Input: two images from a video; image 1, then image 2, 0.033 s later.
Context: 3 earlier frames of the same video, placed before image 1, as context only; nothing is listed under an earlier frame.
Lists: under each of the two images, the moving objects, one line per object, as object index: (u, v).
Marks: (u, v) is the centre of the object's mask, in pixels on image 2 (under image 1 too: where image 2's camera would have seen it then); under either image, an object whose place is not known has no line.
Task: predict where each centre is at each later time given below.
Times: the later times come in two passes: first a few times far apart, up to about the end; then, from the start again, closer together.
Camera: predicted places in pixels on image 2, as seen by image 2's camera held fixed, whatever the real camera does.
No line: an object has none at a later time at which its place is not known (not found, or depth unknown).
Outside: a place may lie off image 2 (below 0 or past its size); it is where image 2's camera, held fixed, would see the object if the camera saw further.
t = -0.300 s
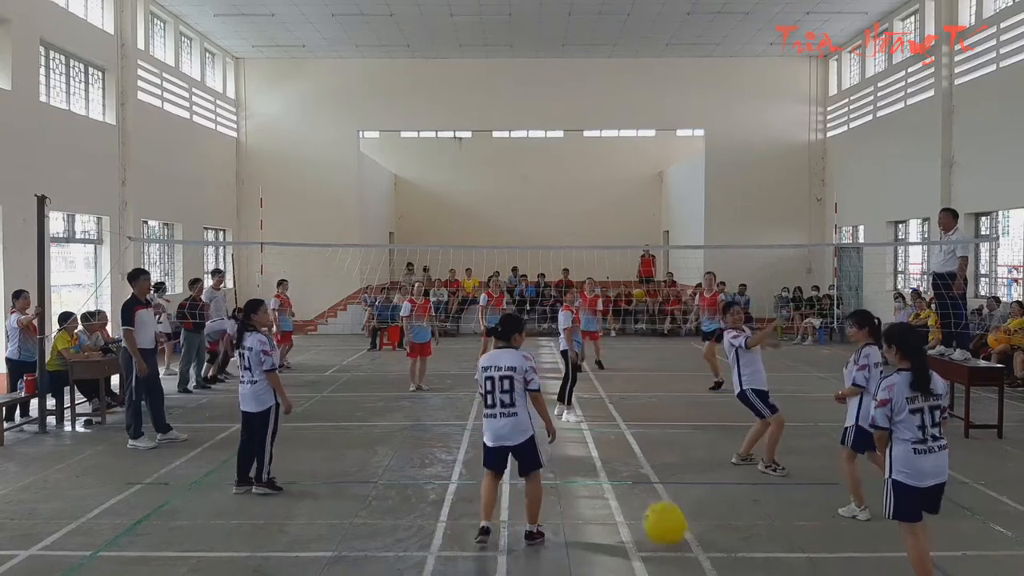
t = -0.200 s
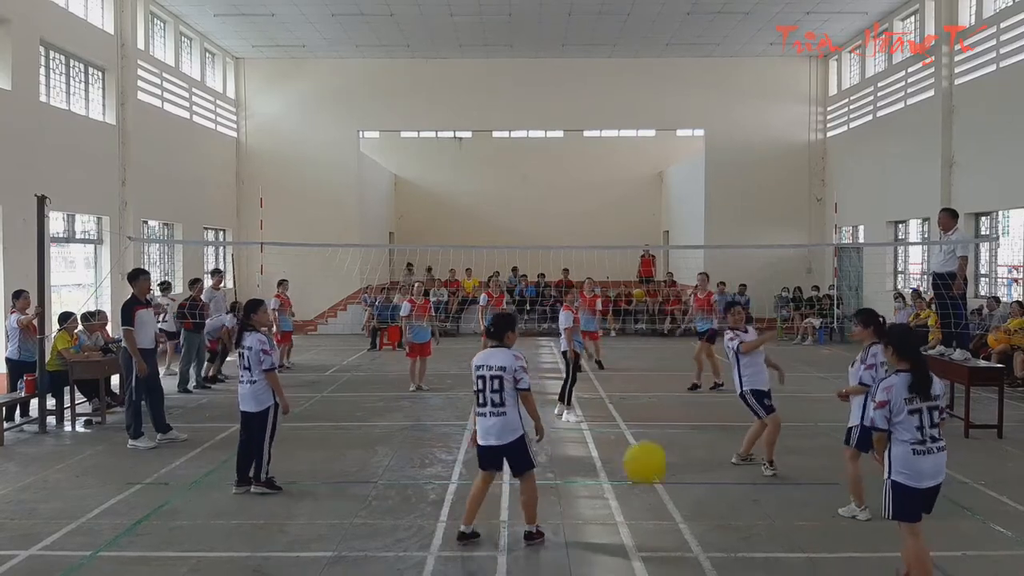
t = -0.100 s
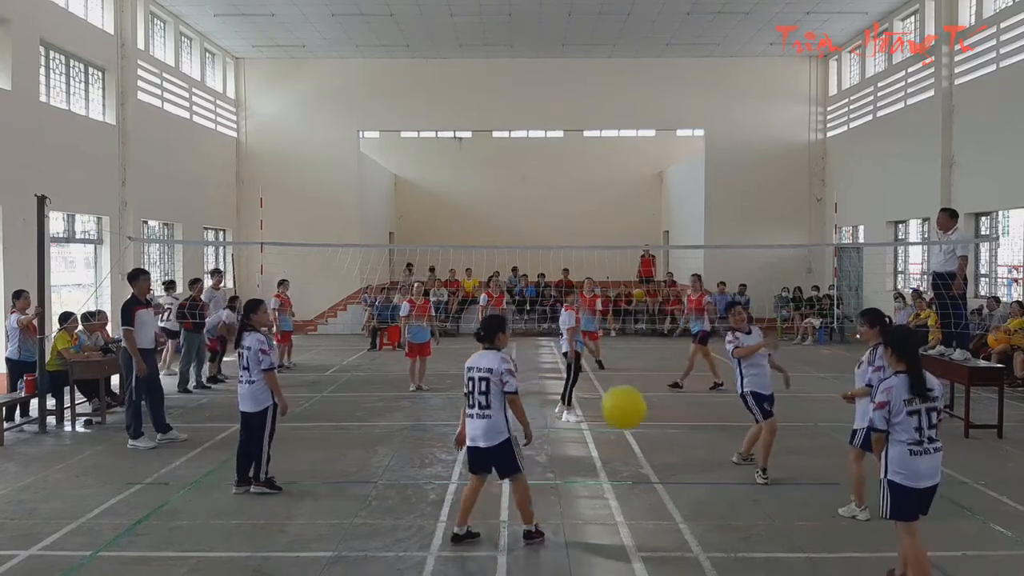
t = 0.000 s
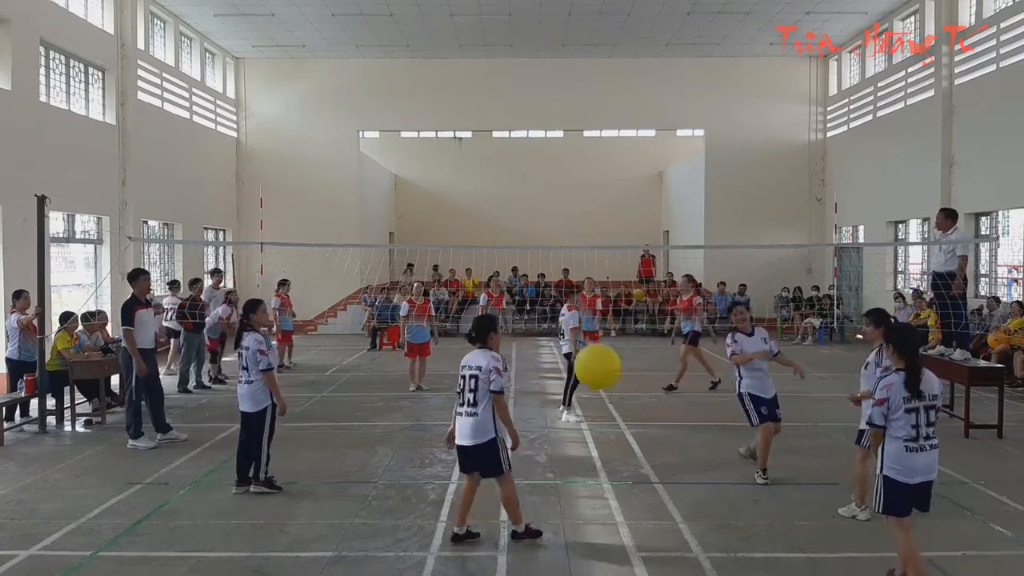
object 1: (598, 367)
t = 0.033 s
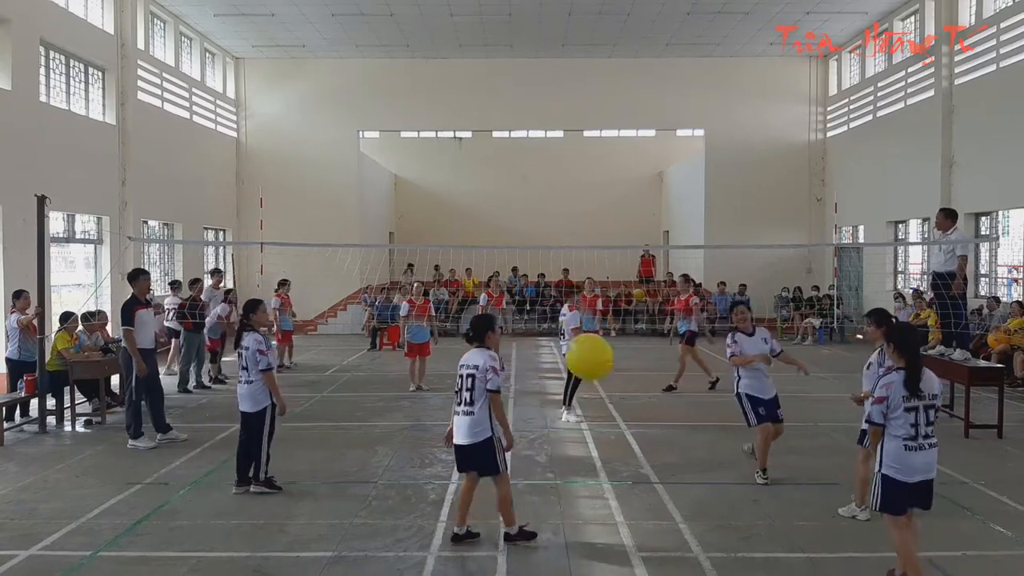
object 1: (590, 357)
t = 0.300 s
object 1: (516, 330)
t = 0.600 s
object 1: (419, 462)
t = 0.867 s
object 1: (325, 571)
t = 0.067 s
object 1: (581, 349)
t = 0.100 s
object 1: (573, 342)
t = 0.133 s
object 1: (564, 336)
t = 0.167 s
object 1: (556, 331)
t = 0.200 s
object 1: (547, 328)
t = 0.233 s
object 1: (538, 326)
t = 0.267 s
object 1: (527, 326)
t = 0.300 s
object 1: (516, 330)
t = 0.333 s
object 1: (505, 335)
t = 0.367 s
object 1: (495, 344)
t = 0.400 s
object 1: (485, 355)
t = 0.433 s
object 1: (475, 368)
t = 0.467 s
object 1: (465, 382)
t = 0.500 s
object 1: (454, 398)
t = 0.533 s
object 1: (443, 417)
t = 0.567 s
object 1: (432, 438)
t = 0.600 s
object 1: (419, 462)
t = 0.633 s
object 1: (407, 490)
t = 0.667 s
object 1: (394, 521)
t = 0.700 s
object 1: (382, 551)
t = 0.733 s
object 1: (372, 569)
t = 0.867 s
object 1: (325, 571)
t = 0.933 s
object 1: (296, 548)
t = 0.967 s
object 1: (281, 529)
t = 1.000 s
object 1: (267, 510)
